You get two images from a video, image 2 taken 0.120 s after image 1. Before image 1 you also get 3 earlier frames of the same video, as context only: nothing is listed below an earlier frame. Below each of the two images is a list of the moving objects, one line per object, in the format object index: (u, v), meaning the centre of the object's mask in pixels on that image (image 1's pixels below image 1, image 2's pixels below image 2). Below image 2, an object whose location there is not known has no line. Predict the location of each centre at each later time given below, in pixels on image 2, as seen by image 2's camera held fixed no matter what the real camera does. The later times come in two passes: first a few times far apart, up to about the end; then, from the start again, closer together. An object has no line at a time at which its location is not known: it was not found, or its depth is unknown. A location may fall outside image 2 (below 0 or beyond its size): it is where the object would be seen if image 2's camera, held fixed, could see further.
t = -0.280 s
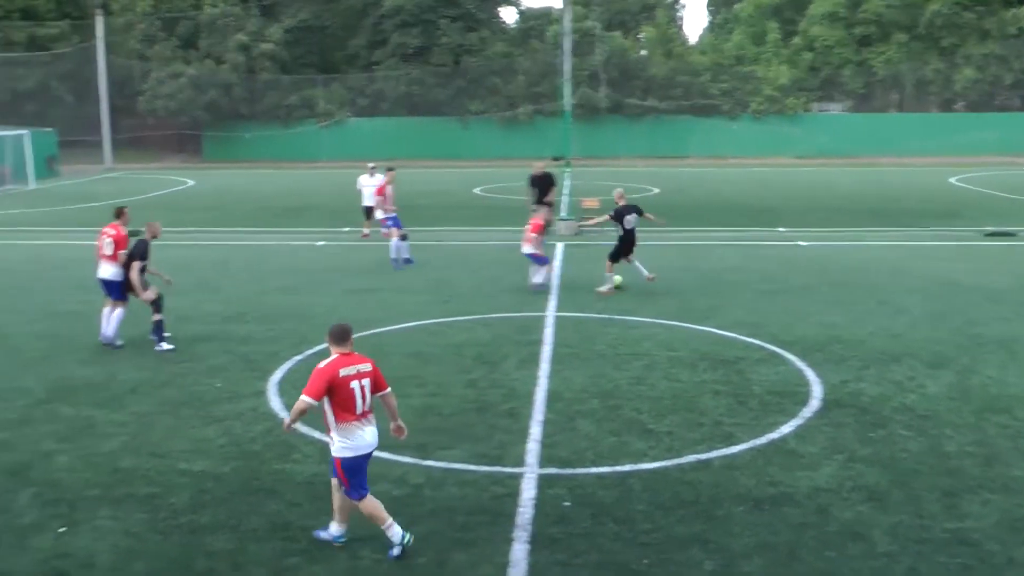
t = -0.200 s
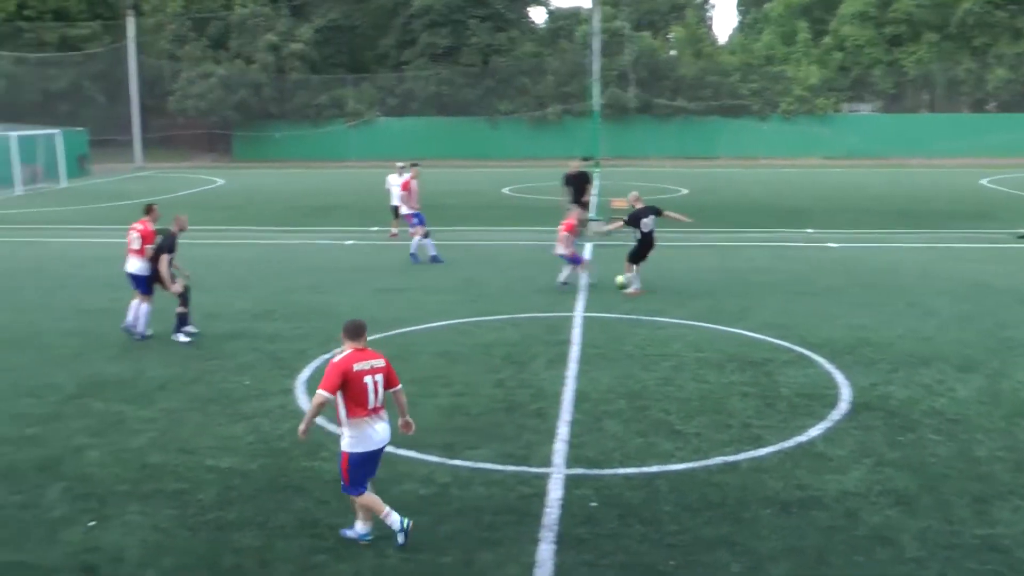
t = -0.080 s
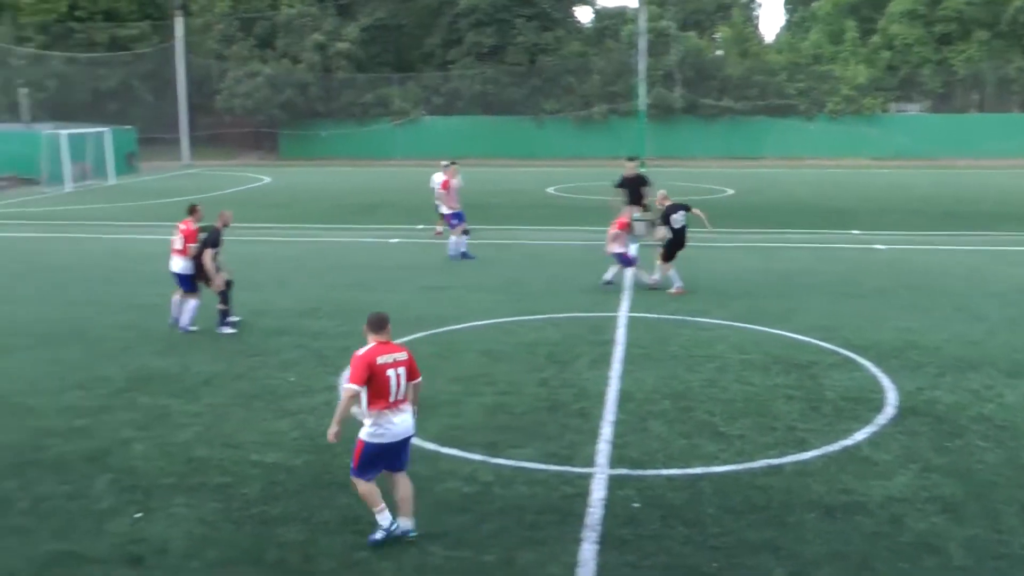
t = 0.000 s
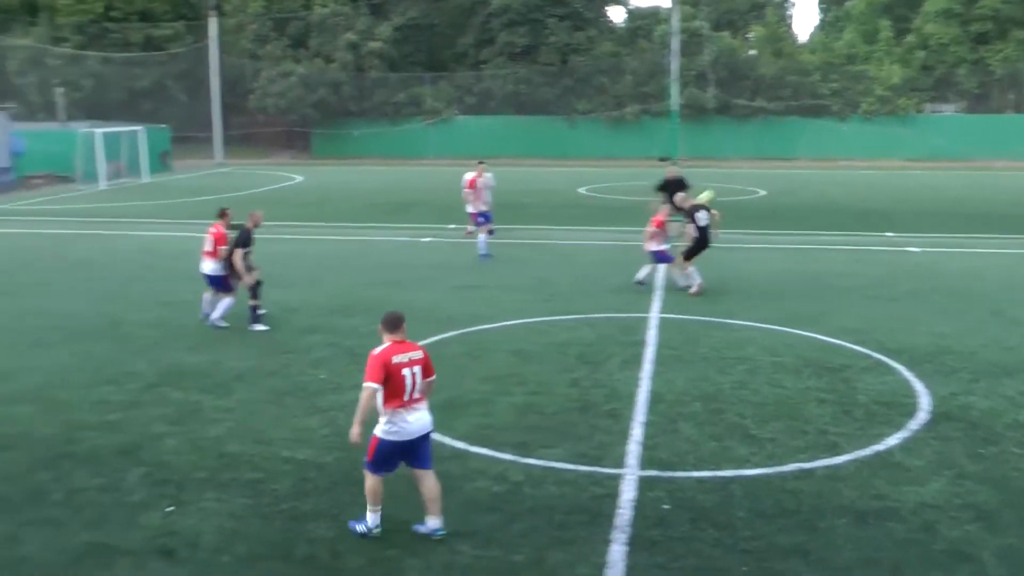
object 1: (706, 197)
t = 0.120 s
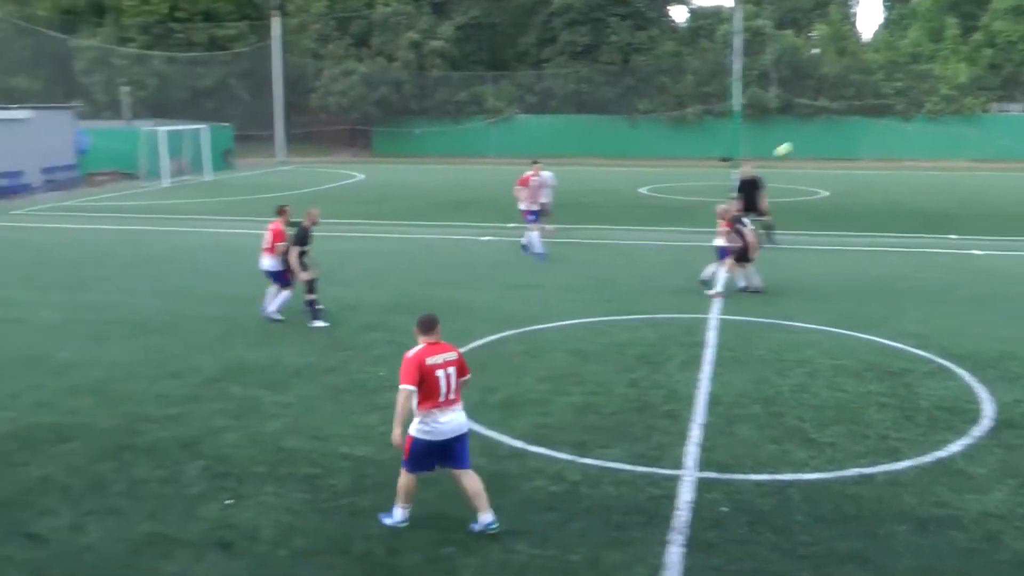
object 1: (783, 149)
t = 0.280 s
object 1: (810, 102)
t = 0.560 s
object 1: (837, 53)
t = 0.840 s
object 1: (868, 54)
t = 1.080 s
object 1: (890, 94)
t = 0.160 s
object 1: (791, 137)
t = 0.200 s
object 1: (799, 124)
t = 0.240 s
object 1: (805, 113)
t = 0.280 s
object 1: (810, 102)
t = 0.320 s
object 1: (815, 92)
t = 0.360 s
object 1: (819, 83)
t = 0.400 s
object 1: (822, 75)
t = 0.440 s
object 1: (825, 68)
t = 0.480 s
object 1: (829, 62)
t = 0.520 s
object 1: (833, 57)
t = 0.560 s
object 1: (837, 53)
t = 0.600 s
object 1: (843, 50)
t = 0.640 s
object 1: (847, 48)
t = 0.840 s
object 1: (868, 54)
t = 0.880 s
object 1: (871, 58)
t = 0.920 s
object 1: (875, 63)
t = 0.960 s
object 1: (878, 70)
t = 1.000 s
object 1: (882, 77)
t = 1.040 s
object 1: (885, 85)
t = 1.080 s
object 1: (890, 94)
